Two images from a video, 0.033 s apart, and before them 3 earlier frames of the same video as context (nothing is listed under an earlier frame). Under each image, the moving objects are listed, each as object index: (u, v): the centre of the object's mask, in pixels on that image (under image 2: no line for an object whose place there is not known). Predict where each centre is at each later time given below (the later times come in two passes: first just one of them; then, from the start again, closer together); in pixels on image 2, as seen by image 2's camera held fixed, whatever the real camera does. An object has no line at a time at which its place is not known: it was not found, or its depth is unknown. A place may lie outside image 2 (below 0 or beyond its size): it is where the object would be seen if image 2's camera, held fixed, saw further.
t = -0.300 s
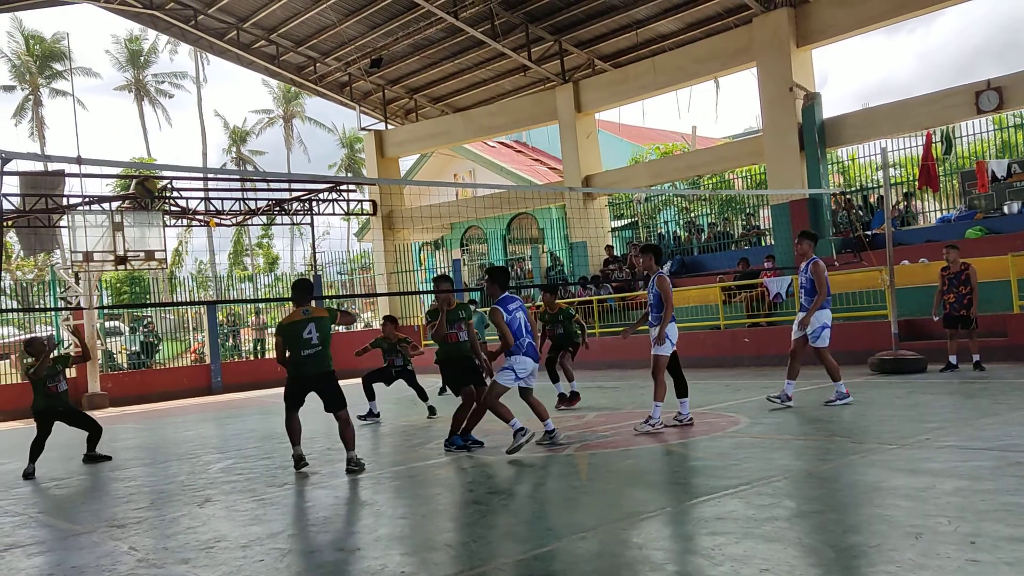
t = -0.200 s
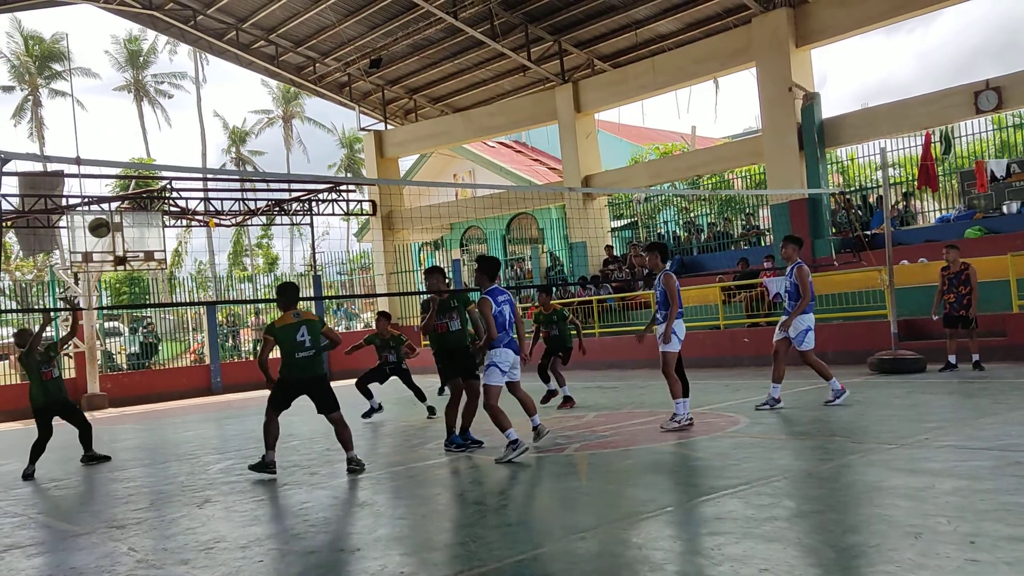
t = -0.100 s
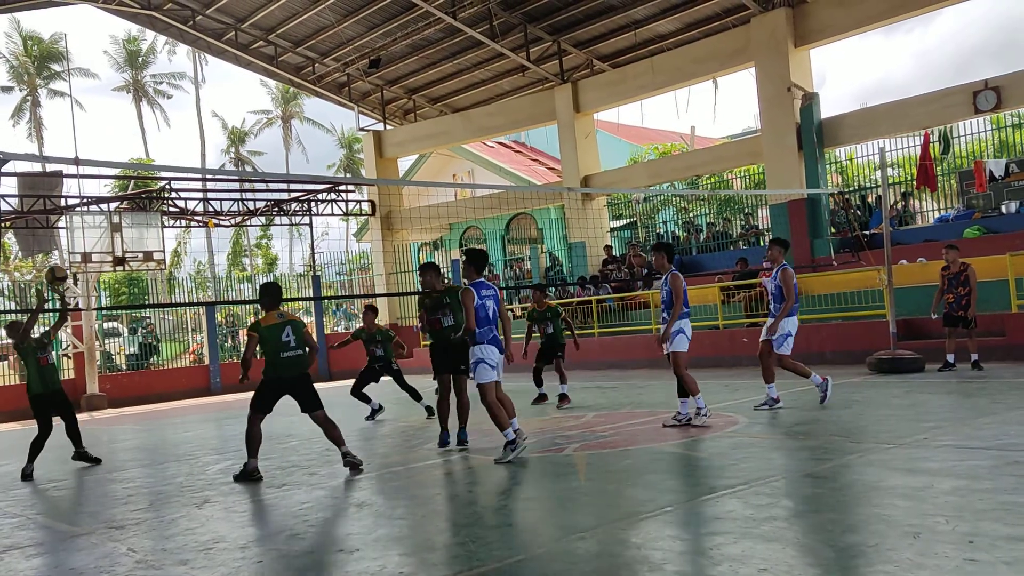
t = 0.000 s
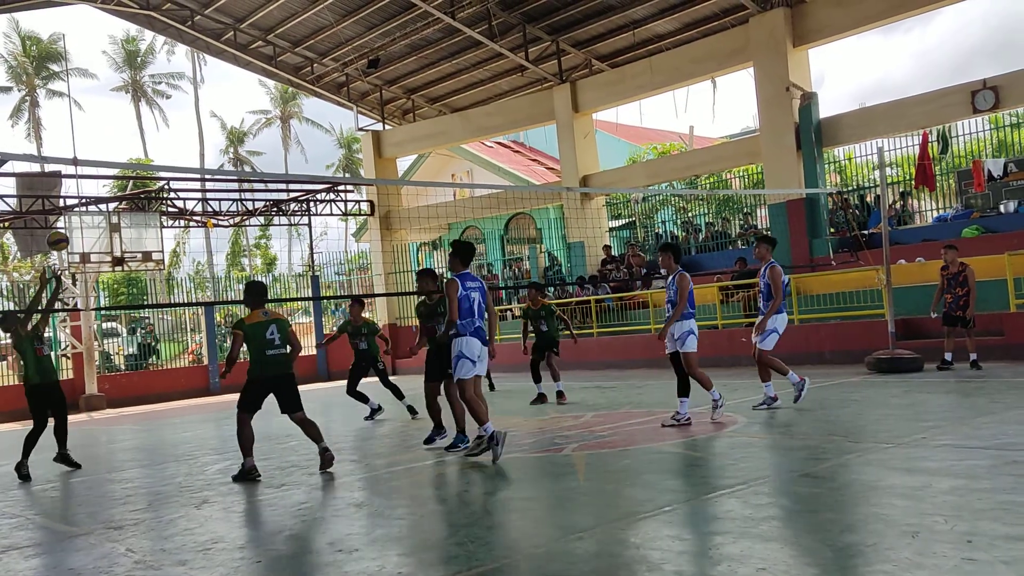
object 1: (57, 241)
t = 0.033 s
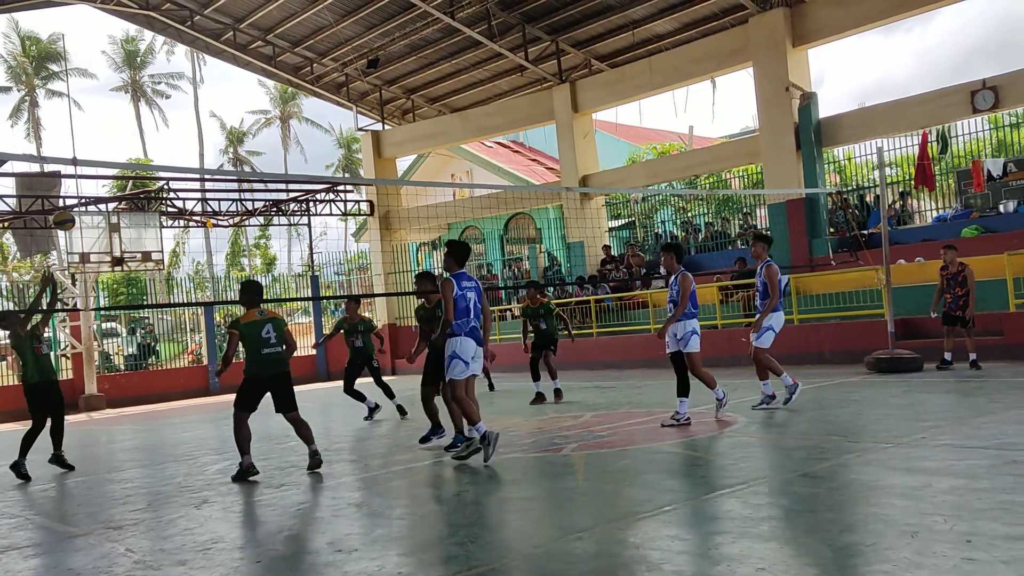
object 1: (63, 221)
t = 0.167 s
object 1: (90, 151)
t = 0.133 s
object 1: (83, 167)
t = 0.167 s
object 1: (90, 151)
